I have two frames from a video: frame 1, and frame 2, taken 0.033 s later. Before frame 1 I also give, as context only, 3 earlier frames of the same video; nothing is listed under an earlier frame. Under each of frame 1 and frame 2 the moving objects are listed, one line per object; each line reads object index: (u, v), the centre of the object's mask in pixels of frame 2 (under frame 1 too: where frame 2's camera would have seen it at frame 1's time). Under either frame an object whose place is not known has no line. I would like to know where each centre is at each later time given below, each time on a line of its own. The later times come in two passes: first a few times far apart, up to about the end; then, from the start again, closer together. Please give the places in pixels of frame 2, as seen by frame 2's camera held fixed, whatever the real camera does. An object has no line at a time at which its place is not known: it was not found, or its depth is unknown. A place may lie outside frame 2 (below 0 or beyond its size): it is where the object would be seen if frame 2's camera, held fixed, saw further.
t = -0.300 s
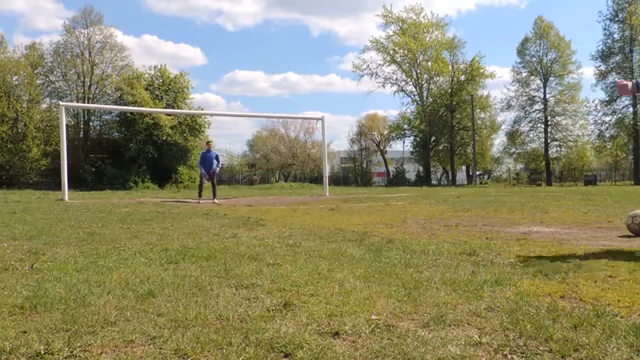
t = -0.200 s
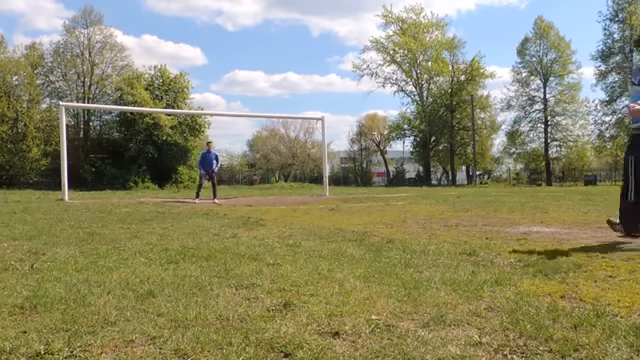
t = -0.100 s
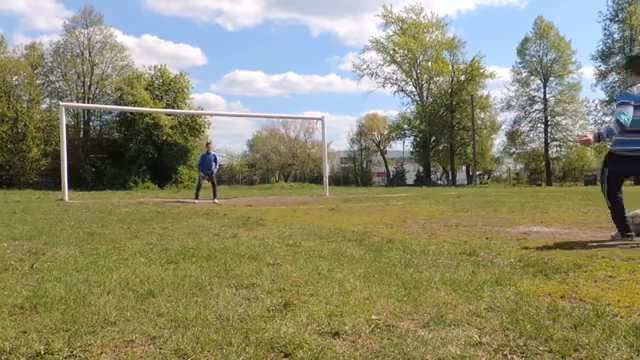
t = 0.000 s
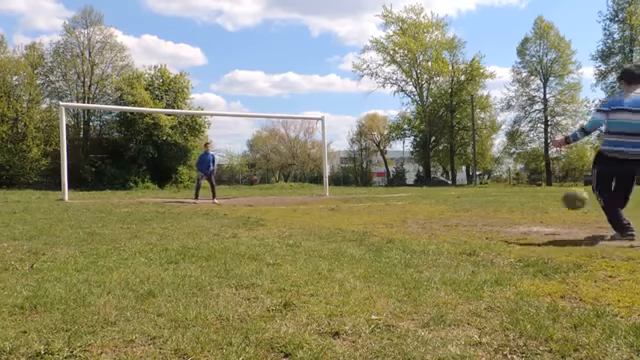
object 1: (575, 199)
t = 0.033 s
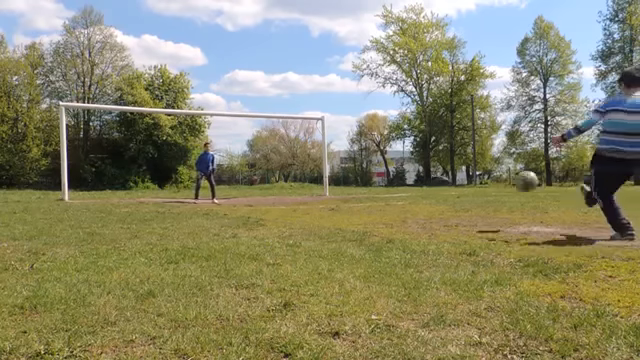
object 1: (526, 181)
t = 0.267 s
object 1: (325, 123)
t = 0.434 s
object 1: (248, 115)
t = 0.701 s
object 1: (169, 124)
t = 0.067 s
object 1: (485, 167)
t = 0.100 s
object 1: (451, 153)
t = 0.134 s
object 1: (420, 146)
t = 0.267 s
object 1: (325, 123)
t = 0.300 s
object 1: (307, 121)
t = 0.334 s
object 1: (290, 118)
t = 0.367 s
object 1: (275, 117)
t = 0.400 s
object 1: (261, 116)
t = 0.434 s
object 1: (248, 115)
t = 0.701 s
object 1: (169, 124)
